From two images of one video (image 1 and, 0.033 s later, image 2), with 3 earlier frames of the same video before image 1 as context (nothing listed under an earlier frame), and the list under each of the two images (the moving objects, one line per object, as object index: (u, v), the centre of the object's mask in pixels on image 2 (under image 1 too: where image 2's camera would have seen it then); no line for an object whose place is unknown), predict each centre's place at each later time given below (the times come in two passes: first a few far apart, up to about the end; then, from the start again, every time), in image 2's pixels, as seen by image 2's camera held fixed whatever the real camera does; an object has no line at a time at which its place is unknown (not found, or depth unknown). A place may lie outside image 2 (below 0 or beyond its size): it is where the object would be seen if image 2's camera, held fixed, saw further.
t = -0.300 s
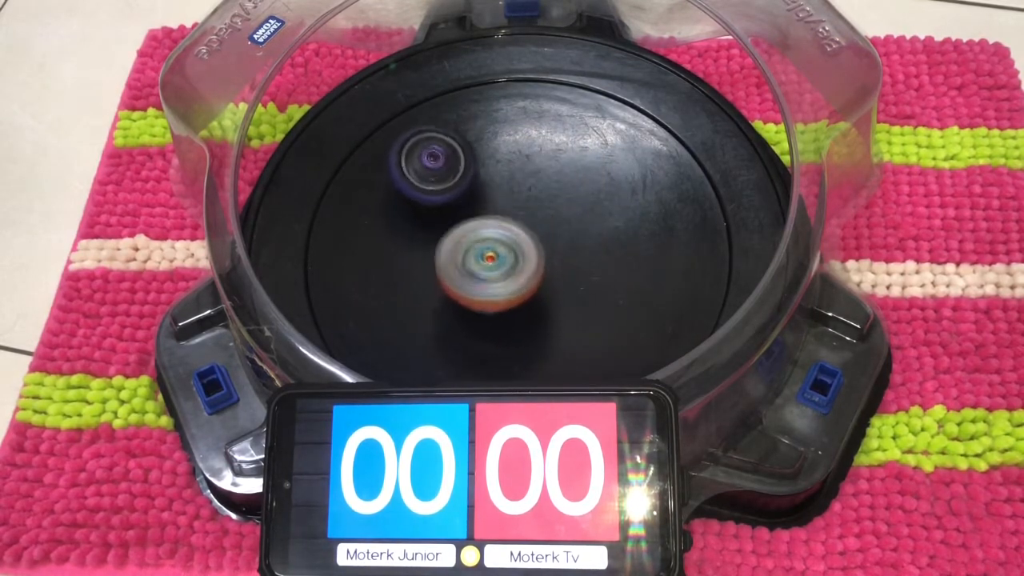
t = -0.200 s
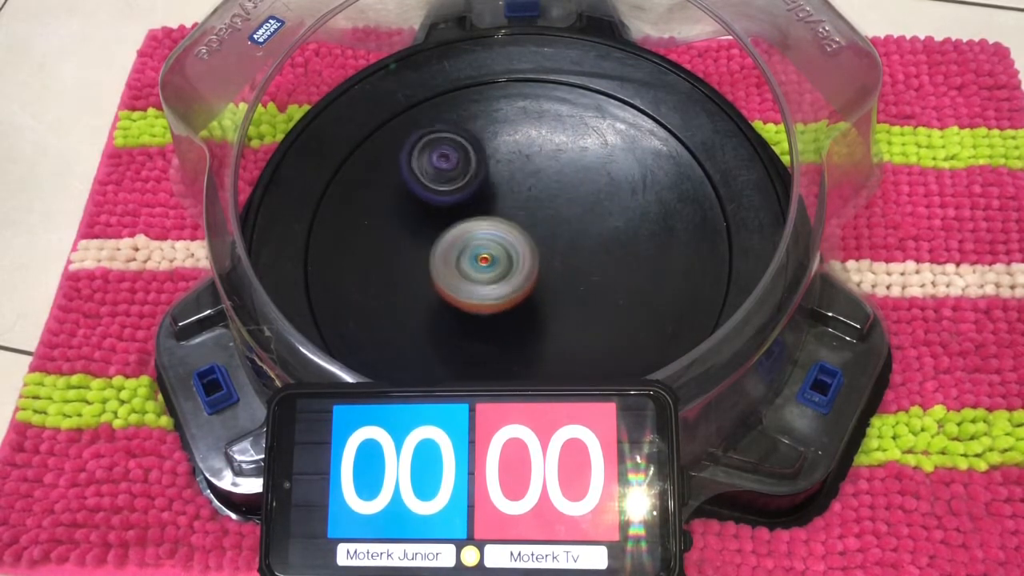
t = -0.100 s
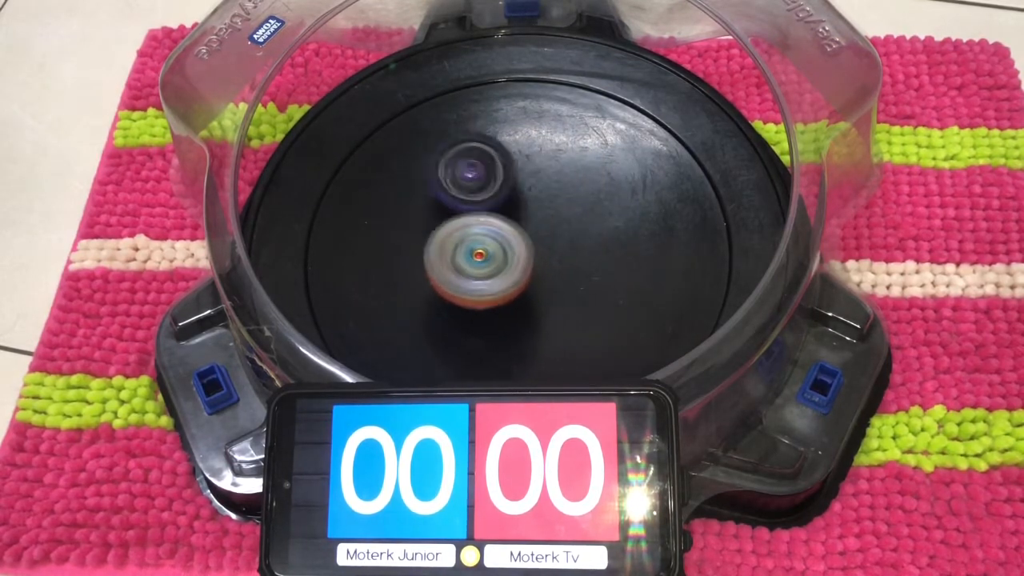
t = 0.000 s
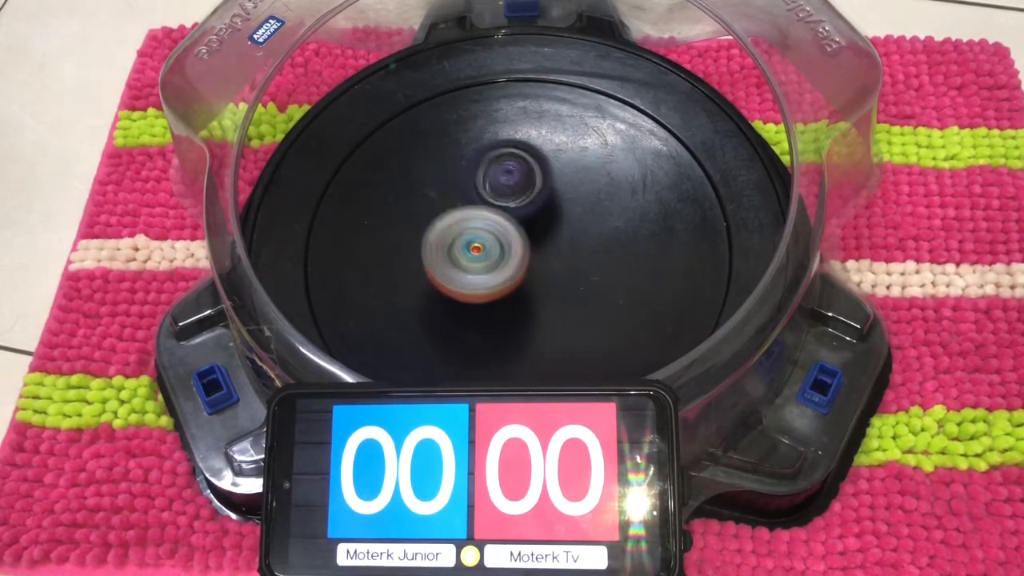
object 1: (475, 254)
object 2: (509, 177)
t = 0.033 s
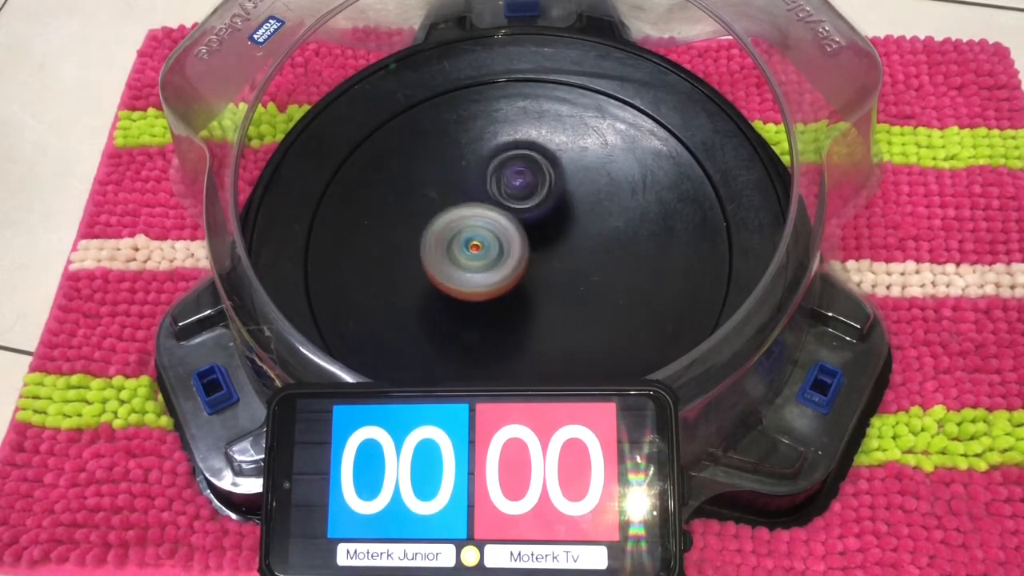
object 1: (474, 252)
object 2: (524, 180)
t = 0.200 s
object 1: (473, 240)
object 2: (577, 190)
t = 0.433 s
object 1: (484, 225)
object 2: (616, 209)
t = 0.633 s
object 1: (499, 216)
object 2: (605, 246)
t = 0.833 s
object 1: (514, 208)
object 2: (567, 296)
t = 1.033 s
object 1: (527, 207)
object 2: (529, 331)
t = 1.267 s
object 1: (533, 221)
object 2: (497, 319)
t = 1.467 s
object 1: (546, 226)
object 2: (446, 289)
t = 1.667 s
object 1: (550, 233)
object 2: (416, 253)
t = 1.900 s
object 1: (540, 244)
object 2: (428, 220)
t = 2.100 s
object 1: (533, 265)
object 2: (472, 189)
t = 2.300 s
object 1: (535, 279)
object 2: (511, 162)
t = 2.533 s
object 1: (525, 275)
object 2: (544, 181)
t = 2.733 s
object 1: (481, 291)
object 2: (590, 203)
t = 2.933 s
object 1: (464, 296)
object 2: (610, 236)
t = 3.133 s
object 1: (469, 275)
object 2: (592, 270)
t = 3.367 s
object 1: (437, 220)
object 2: (563, 313)
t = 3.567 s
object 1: (442, 196)
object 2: (527, 323)
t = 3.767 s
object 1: (472, 194)
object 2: (486, 298)
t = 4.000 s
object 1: (563, 131)
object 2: (426, 320)
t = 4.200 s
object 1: (582, 130)
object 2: (428, 305)
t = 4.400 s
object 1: (580, 179)
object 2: (467, 275)
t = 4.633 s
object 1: (658, 241)
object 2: (396, 265)
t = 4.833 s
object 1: (632, 270)
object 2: (394, 257)
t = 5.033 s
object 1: (548, 296)
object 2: (436, 262)
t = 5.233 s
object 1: (499, 321)
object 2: (490, 214)
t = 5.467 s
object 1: (477, 296)
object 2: (565, 194)
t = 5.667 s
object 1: (476, 242)
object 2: (580, 247)
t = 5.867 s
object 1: (501, 206)
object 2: (593, 266)
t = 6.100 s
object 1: (525, 198)
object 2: (590, 268)
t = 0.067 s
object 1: (474, 249)
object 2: (534, 183)
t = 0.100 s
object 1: (473, 247)
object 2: (545, 185)
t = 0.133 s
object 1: (473, 245)
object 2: (556, 188)
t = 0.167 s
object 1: (473, 243)
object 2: (567, 189)
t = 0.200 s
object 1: (473, 240)
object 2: (577, 190)
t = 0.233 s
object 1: (474, 238)
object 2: (586, 192)
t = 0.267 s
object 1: (475, 235)
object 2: (594, 194)
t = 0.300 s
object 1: (476, 233)
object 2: (602, 195)
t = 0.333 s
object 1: (478, 231)
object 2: (608, 198)
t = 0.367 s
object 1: (479, 229)
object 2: (612, 201)
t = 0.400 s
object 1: (482, 227)
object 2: (615, 205)
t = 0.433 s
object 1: (484, 225)
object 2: (616, 209)
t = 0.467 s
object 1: (486, 224)
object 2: (617, 214)
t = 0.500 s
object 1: (489, 222)
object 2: (616, 219)
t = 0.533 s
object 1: (491, 220)
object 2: (614, 225)
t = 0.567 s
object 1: (494, 219)
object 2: (612, 232)
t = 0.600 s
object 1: (496, 217)
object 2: (609, 239)
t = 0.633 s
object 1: (499, 216)
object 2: (605, 246)
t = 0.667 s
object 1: (501, 214)
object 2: (601, 255)
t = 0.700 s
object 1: (504, 213)
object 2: (594, 264)
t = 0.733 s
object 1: (507, 211)
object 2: (588, 272)
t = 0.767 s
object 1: (509, 210)
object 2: (581, 281)
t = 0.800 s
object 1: (512, 208)
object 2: (575, 289)
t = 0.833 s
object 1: (514, 208)
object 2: (567, 296)
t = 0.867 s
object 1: (516, 207)
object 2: (560, 303)
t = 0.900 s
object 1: (519, 207)
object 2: (553, 310)
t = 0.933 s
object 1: (521, 206)
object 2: (546, 317)
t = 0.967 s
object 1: (523, 206)
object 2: (540, 322)
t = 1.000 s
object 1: (525, 206)
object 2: (534, 327)
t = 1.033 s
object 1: (527, 207)
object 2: (529, 331)
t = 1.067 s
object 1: (528, 208)
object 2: (525, 334)
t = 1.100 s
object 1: (530, 210)
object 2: (521, 335)
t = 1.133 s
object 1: (530, 211)
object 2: (516, 334)
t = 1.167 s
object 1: (531, 213)
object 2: (512, 332)
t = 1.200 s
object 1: (531, 216)
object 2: (508, 329)
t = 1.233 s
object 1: (532, 219)
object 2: (503, 324)
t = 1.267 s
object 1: (533, 221)
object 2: (497, 319)
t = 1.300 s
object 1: (533, 224)
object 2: (491, 312)
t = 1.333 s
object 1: (537, 224)
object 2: (482, 308)
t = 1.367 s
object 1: (540, 224)
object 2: (471, 304)
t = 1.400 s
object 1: (542, 225)
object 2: (463, 299)
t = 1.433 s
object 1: (544, 225)
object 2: (455, 294)
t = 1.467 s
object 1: (546, 226)
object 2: (446, 289)
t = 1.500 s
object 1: (548, 227)
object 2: (439, 283)
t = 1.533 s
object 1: (549, 228)
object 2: (433, 277)
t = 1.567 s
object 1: (550, 229)
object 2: (427, 271)
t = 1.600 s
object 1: (550, 230)
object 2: (423, 265)
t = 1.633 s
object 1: (551, 232)
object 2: (418, 258)
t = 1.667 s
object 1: (550, 233)
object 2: (416, 253)
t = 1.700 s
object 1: (550, 235)
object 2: (414, 247)
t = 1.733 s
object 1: (549, 236)
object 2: (413, 242)
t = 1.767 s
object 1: (548, 238)
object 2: (414, 238)
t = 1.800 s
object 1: (546, 239)
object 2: (415, 233)
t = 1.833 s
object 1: (544, 241)
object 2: (417, 228)
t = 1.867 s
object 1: (542, 243)
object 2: (421, 224)
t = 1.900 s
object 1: (540, 244)
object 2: (428, 220)
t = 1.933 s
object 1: (537, 246)
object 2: (435, 215)
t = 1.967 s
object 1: (534, 248)
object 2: (442, 212)
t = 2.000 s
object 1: (531, 250)
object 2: (450, 206)
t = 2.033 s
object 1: (531, 255)
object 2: (457, 199)
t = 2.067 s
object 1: (532, 261)
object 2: (465, 195)
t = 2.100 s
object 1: (533, 265)
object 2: (472, 189)
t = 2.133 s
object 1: (534, 269)
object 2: (478, 183)
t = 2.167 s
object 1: (535, 272)
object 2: (486, 178)
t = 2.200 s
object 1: (535, 274)
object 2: (493, 174)
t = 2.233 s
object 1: (535, 276)
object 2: (498, 168)
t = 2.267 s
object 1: (535, 278)
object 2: (504, 165)
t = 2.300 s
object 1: (535, 279)
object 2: (511, 162)
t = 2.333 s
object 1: (534, 280)
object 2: (515, 161)
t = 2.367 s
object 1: (533, 281)
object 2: (520, 161)
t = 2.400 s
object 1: (532, 280)
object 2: (524, 163)
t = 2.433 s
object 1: (530, 280)
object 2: (529, 166)
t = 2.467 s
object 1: (529, 279)
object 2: (533, 170)
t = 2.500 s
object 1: (527, 277)
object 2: (539, 175)
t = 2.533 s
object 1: (525, 275)
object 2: (544, 181)
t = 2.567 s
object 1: (522, 273)
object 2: (550, 187)
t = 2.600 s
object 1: (520, 271)
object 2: (556, 192)
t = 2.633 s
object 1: (512, 273)
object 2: (565, 196)
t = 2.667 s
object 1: (501, 281)
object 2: (574, 197)
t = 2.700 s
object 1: (490, 287)
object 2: (583, 200)
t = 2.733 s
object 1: (481, 291)
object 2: (590, 203)
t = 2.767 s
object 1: (475, 295)
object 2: (596, 208)
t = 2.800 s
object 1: (470, 297)
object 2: (600, 212)
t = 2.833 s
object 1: (467, 297)
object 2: (603, 218)
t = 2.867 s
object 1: (466, 298)
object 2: (606, 224)
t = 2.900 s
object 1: (464, 297)
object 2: (608, 230)
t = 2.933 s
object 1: (464, 296)
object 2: (610, 236)
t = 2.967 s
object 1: (464, 294)
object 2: (611, 241)
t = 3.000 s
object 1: (465, 291)
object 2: (609, 247)
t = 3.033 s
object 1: (465, 287)
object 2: (607, 252)
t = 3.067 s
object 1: (466, 284)
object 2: (604, 257)
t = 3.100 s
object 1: (467, 279)
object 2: (598, 263)
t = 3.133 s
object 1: (469, 275)
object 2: (592, 270)
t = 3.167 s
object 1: (470, 270)
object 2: (584, 276)
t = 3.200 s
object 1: (472, 265)
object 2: (578, 282)
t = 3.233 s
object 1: (464, 256)
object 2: (577, 288)
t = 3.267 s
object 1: (455, 246)
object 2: (575, 296)
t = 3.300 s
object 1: (447, 236)
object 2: (571, 303)
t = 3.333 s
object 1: (441, 227)
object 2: (568, 309)
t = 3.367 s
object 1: (437, 220)
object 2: (563, 313)
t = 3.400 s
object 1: (435, 213)
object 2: (557, 318)
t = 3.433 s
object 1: (435, 208)
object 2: (553, 320)
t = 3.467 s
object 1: (435, 204)
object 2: (546, 322)
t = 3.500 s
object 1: (437, 201)
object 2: (541, 323)
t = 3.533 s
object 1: (439, 198)
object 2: (534, 323)
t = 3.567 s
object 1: (442, 196)
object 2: (527, 323)
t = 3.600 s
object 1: (446, 195)
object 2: (520, 321)
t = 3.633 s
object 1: (450, 194)
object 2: (513, 319)
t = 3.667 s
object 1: (455, 193)
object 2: (505, 314)
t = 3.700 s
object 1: (460, 193)
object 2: (499, 309)
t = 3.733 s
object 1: (465, 193)
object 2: (492, 304)
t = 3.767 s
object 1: (472, 194)
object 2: (486, 298)
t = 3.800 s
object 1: (478, 195)
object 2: (481, 291)
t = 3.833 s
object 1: (488, 191)
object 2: (473, 291)
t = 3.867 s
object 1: (503, 174)
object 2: (458, 305)
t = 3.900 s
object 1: (523, 160)
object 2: (444, 313)
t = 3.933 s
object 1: (540, 147)
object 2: (438, 316)
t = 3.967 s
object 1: (552, 138)
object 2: (432, 319)
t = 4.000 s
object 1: (563, 131)
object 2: (426, 320)
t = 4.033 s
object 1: (569, 124)
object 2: (421, 321)
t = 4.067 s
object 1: (574, 122)
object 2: (420, 320)
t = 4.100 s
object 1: (576, 122)
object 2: (419, 319)
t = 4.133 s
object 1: (579, 123)
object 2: (421, 315)
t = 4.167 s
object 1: (581, 126)
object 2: (424, 310)
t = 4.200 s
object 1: (582, 130)
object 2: (428, 305)
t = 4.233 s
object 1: (584, 138)
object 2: (432, 299)
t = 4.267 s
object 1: (584, 145)
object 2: (438, 293)
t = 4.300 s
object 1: (584, 152)
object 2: (445, 288)
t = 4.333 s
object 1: (583, 160)
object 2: (451, 284)
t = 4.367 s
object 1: (581, 168)
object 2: (460, 280)
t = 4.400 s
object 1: (580, 179)
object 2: (467, 275)
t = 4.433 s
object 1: (580, 192)
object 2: (474, 272)
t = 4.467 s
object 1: (579, 205)
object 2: (480, 271)
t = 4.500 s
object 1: (577, 218)
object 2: (487, 269)
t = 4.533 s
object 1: (601, 226)
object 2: (459, 269)
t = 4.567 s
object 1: (629, 230)
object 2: (432, 268)
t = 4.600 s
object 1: (648, 236)
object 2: (410, 267)
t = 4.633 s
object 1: (658, 241)
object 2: (396, 265)
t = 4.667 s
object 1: (659, 248)
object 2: (391, 264)
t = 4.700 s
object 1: (656, 252)
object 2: (389, 261)
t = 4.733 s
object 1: (653, 256)
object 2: (388, 260)
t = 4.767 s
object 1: (647, 260)
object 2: (390, 260)
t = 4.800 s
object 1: (642, 265)
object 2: (391, 260)
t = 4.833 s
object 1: (632, 270)
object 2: (394, 257)
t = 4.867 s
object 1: (623, 276)
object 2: (400, 256)
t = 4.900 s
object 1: (610, 282)
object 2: (406, 256)
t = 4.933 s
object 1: (598, 286)
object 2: (414, 255)
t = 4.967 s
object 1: (581, 291)
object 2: (421, 257)
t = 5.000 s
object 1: (567, 294)
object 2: (428, 259)
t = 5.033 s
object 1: (548, 296)
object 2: (436, 262)
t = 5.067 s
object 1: (533, 297)
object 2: (443, 264)
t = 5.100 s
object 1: (522, 305)
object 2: (447, 254)
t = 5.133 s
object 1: (518, 315)
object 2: (452, 247)
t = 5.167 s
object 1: (511, 320)
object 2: (465, 235)
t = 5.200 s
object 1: (504, 321)
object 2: (477, 223)
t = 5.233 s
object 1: (499, 321)
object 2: (490, 214)
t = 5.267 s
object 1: (495, 320)
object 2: (504, 203)
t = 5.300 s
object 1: (492, 317)
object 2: (516, 198)
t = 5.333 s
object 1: (488, 315)
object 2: (529, 195)
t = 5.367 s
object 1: (485, 311)
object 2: (540, 192)
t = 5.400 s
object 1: (482, 307)
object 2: (551, 193)
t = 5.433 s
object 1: (479, 302)
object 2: (559, 190)
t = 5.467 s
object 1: (477, 296)
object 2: (565, 194)
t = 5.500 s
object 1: (475, 288)
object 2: (571, 199)
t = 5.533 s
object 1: (473, 278)
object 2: (574, 205)
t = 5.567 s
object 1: (472, 270)
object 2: (576, 215)
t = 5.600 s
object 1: (472, 260)
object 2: (578, 226)
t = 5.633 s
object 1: (474, 250)
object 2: (579, 236)
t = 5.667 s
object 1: (476, 242)
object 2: (580, 247)
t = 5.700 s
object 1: (478, 233)
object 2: (582, 256)
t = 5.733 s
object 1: (484, 226)
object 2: (586, 261)
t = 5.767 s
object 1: (487, 219)
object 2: (589, 264)
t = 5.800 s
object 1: (492, 213)
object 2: (591, 266)
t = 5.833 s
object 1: (497, 211)
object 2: (592, 266)
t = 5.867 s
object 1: (501, 206)
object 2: (593, 266)
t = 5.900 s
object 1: (506, 204)
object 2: (592, 266)
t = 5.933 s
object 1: (510, 204)
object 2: (590, 266)
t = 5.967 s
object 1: (513, 202)
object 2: (589, 266)
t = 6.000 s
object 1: (515, 198)
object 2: (590, 267)
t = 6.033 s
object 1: (517, 198)
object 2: (590, 268)
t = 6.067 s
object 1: (521, 197)
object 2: (590, 268)
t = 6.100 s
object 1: (525, 198)
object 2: (590, 268)
